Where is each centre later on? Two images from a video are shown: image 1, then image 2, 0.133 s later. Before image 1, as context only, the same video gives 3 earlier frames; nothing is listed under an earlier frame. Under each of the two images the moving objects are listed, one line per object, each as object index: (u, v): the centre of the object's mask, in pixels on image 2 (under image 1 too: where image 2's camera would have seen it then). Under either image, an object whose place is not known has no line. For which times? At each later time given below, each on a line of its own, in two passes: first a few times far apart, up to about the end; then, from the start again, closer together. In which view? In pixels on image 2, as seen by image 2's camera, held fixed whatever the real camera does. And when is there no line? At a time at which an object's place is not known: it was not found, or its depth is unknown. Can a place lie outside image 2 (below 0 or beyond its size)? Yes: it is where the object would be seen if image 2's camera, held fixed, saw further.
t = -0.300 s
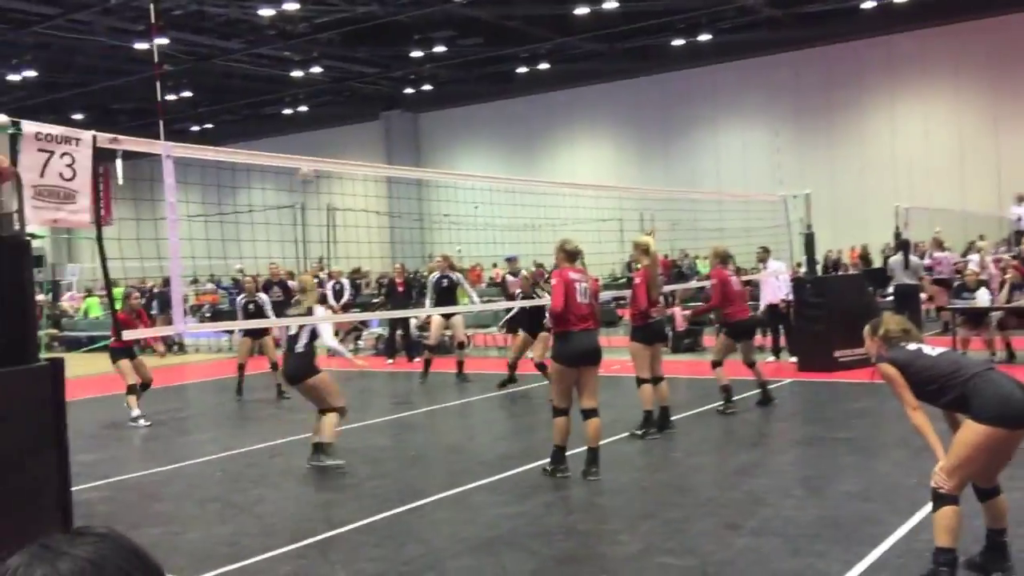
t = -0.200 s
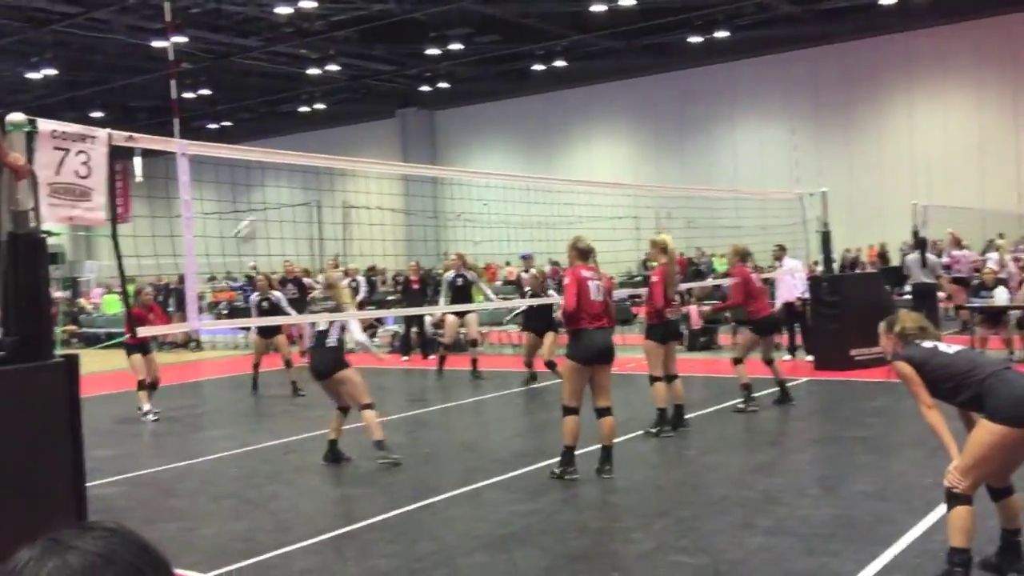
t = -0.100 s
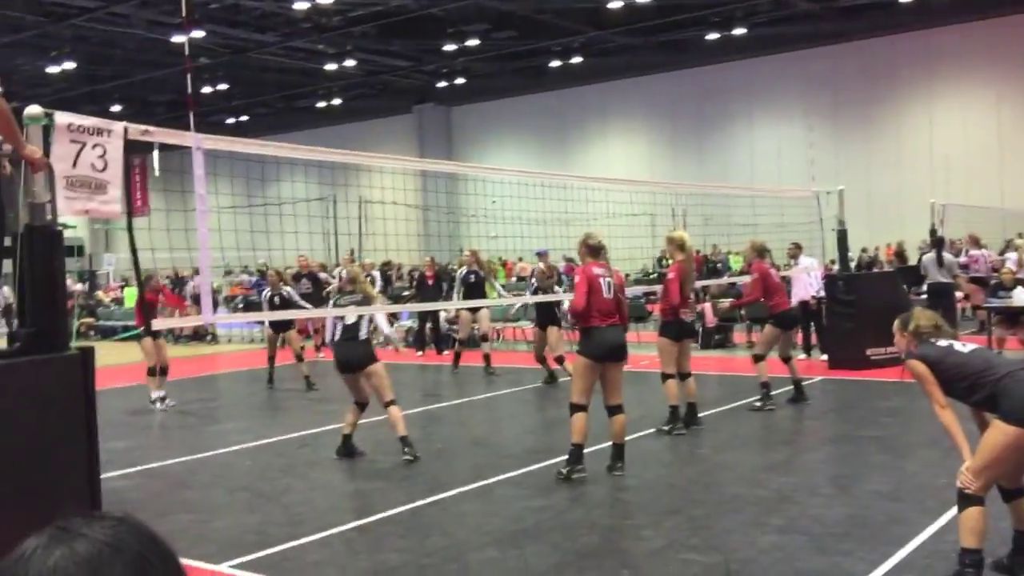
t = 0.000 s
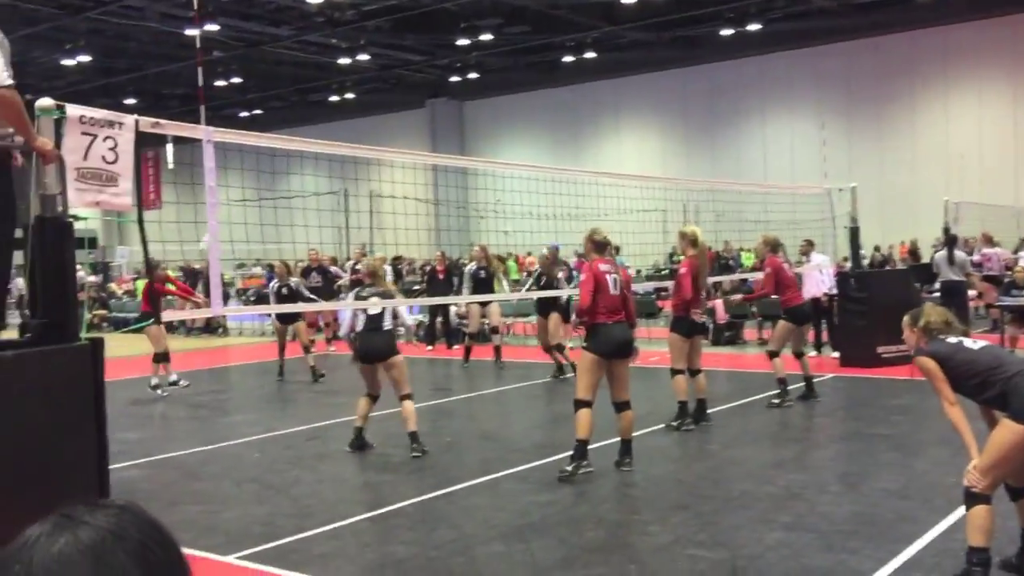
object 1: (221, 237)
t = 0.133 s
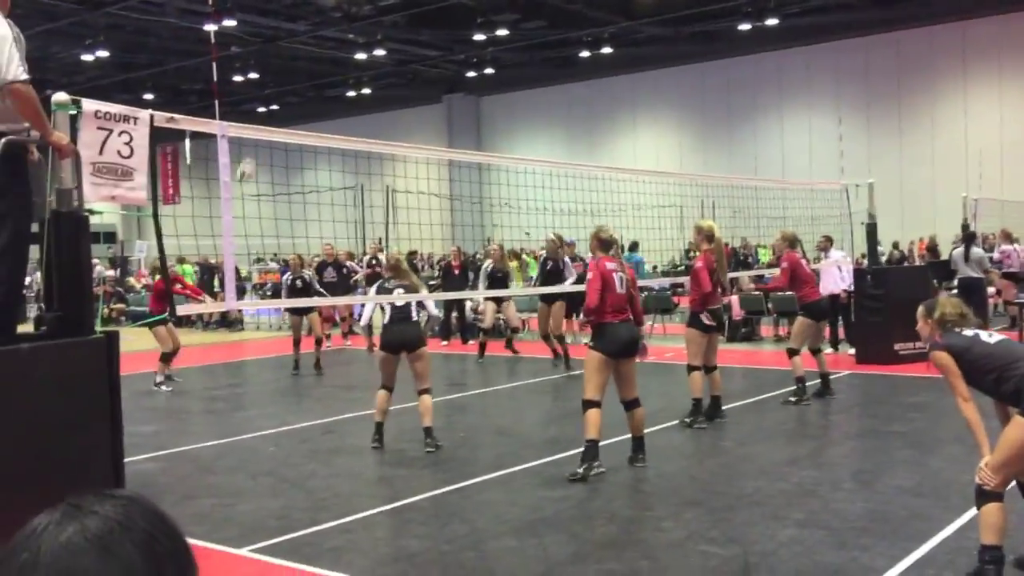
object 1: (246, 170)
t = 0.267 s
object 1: (269, 114)
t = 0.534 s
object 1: (324, 44)
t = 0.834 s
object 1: (394, 37)
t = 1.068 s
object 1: (457, 91)
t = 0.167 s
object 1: (251, 155)
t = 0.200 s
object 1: (255, 143)
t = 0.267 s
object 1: (269, 114)
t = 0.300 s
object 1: (276, 102)
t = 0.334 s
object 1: (283, 91)
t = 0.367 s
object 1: (289, 81)
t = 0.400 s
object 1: (296, 72)
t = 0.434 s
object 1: (303, 63)
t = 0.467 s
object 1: (310, 56)
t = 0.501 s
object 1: (317, 50)
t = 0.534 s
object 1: (324, 44)
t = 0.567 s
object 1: (331, 40)
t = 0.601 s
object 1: (339, 38)
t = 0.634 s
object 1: (346, 37)
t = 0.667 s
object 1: (355, 36)
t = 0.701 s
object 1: (361, 36)
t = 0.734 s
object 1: (369, 35)
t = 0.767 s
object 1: (377, 35)
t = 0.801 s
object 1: (386, 35)
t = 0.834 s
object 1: (394, 37)
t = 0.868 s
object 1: (403, 42)
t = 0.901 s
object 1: (411, 47)
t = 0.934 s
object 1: (420, 54)
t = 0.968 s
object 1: (429, 62)
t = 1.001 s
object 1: (438, 71)
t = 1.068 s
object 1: (457, 91)
